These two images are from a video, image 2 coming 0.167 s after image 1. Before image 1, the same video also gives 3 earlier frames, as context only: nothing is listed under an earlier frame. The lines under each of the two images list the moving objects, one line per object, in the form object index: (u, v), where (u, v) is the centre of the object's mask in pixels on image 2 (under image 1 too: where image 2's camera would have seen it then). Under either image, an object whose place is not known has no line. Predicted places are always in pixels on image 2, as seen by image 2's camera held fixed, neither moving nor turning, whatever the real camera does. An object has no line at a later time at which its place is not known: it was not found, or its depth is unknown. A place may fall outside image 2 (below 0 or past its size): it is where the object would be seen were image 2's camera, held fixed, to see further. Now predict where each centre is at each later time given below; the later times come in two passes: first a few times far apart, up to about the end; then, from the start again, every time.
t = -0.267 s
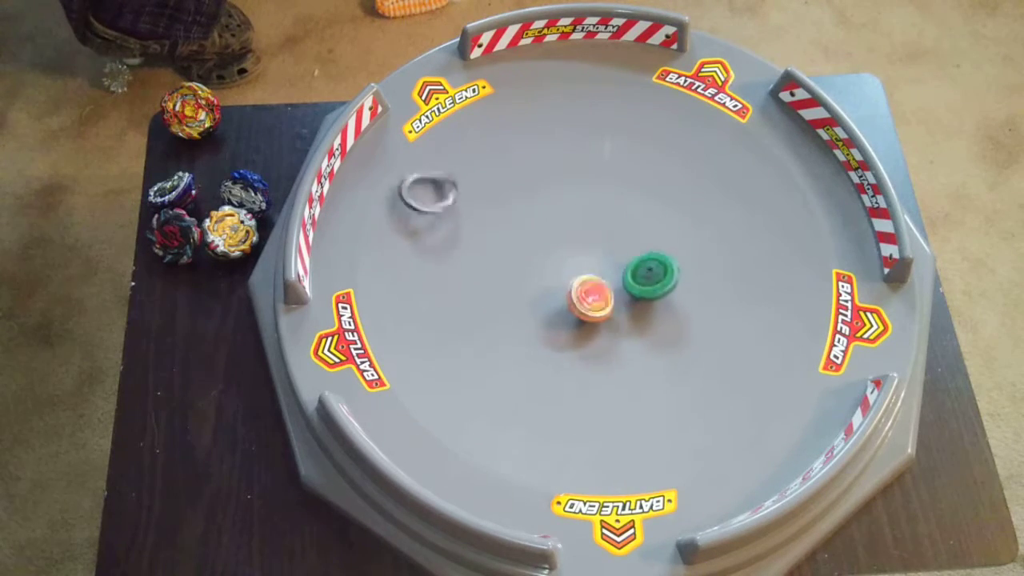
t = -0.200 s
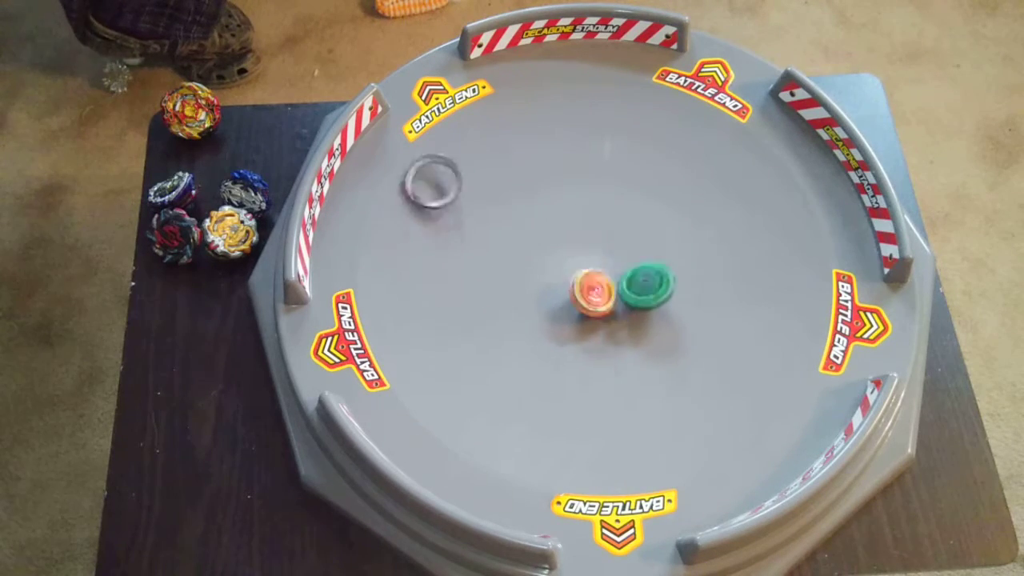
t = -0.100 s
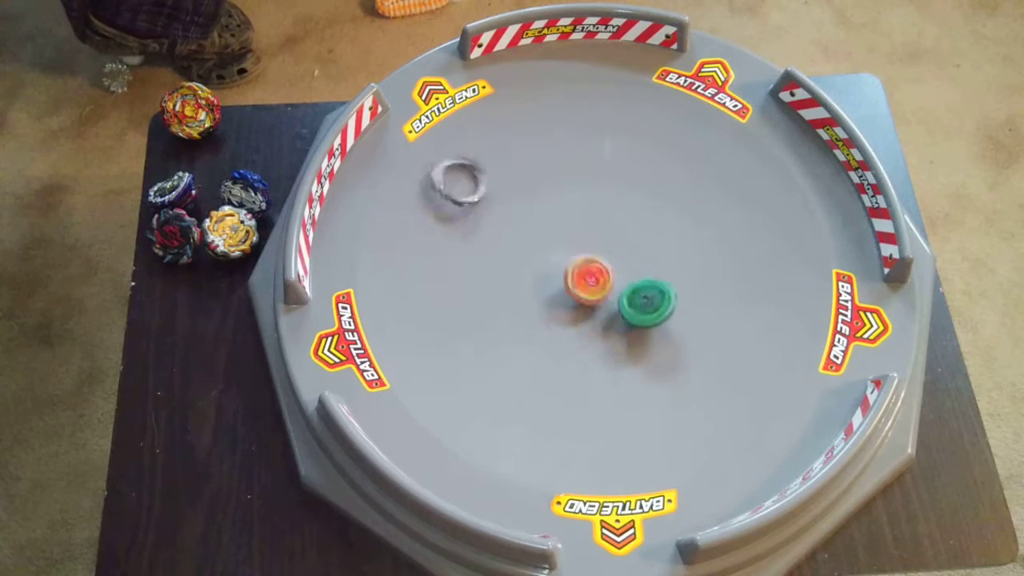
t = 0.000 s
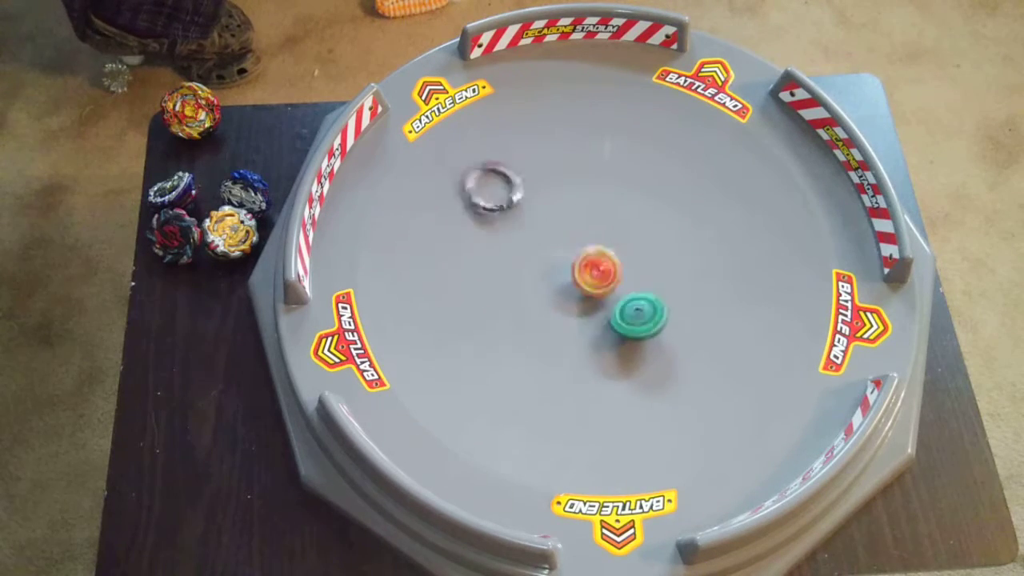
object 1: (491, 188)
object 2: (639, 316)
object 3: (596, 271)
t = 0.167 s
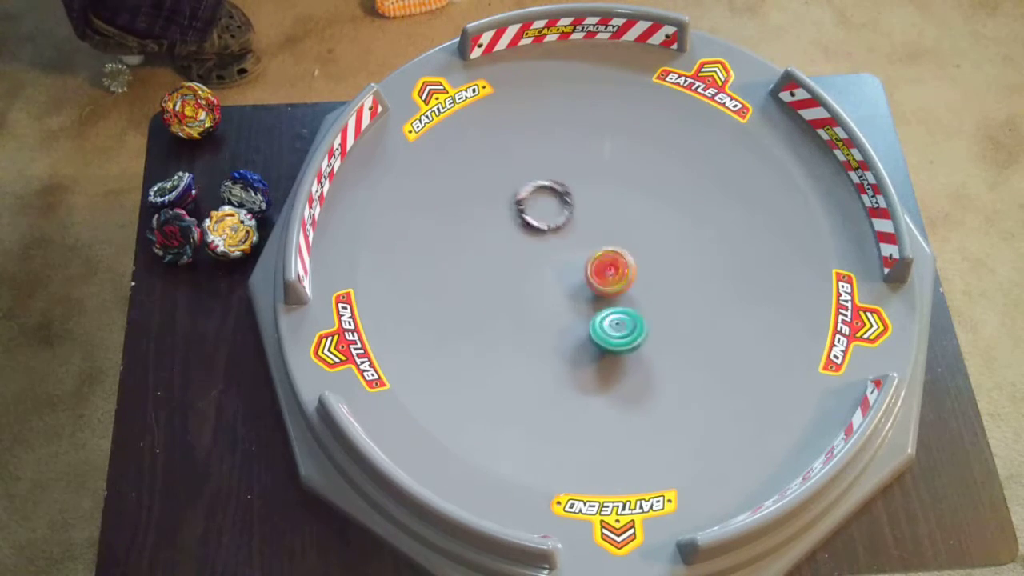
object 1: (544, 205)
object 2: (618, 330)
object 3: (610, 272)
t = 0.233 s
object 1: (557, 211)
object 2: (608, 332)
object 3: (613, 275)
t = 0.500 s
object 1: (563, 219)
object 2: (571, 318)
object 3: (604, 280)
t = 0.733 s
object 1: (563, 219)
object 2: (547, 289)
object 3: (613, 263)
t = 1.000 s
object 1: (563, 202)
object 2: (562, 258)
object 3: (621, 263)
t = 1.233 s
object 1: (558, 193)
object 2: (583, 238)
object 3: (623, 287)
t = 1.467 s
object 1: (563, 206)
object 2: (611, 239)
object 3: (604, 287)
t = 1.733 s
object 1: (564, 206)
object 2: (637, 252)
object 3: (592, 279)
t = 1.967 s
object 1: (564, 206)
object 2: (658, 273)
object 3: (580, 282)
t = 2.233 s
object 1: (564, 206)
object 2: (644, 293)
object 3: (591, 278)
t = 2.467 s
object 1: (564, 206)
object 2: (627, 292)
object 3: (593, 265)
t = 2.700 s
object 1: (564, 206)
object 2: (612, 287)
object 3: (622, 245)
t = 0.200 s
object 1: (551, 208)
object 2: (613, 331)
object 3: (612, 273)
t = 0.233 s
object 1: (557, 211)
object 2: (608, 332)
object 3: (613, 275)
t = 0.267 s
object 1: (560, 214)
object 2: (603, 332)
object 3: (613, 276)
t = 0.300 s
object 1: (562, 216)
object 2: (597, 331)
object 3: (614, 278)
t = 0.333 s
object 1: (562, 218)
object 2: (592, 330)
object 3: (613, 279)
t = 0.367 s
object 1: (562, 218)
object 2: (586, 329)
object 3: (612, 280)
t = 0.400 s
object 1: (563, 219)
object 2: (583, 327)
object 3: (610, 281)
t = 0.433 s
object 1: (563, 219)
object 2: (578, 324)
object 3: (608, 281)
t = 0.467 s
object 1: (563, 219)
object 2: (574, 321)
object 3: (605, 280)
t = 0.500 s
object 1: (563, 219)
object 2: (571, 318)
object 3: (604, 280)
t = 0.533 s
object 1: (563, 219)
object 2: (567, 314)
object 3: (603, 279)
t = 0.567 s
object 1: (563, 219)
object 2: (565, 310)
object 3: (601, 278)
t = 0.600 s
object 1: (563, 219)
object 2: (558, 308)
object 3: (606, 275)
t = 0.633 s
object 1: (563, 219)
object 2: (553, 304)
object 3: (607, 271)
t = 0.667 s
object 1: (563, 219)
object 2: (550, 298)
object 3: (608, 267)
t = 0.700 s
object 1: (563, 219)
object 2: (548, 294)
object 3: (611, 265)
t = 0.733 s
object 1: (563, 219)
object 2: (547, 289)
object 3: (613, 263)
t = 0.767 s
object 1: (563, 219)
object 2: (547, 285)
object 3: (614, 261)
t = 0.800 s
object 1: (563, 219)
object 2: (546, 281)
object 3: (616, 260)
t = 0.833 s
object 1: (563, 219)
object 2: (548, 276)
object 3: (617, 260)
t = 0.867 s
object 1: (563, 219)
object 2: (551, 271)
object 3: (618, 261)
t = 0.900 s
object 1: (563, 218)
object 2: (552, 268)
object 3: (619, 261)
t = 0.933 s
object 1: (566, 203)
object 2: (555, 264)
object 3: (620, 262)
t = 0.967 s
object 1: (565, 203)
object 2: (559, 261)
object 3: (621, 263)
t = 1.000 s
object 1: (563, 202)
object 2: (562, 258)
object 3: (621, 263)
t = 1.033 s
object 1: (563, 203)
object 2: (567, 255)
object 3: (621, 264)
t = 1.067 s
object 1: (564, 203)
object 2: (569, 251)
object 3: (623, 267)
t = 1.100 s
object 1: (558, 203)
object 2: (571, 248)
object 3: (624, 270)
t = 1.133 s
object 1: (557, 202)
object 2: (576, 246)
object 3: (623, 272)
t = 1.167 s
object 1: (558, 200)
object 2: (578, 242)
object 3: (623, 278)
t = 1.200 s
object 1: (557, 195)
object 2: (580, 239)
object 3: (624, 284)
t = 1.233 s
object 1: (558, 193)
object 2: (583, 238)
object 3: (623, 287)
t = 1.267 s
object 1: (558, 191)
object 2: (587, 236)
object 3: (620, 290)
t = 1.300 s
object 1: (558, 191)
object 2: (591, 236)
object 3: (616, 290)
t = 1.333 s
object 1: (558, 191)
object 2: (595, 236)
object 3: (613, 290)
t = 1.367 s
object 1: (561, 190)
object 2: (598, 237)
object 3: (611, 287)
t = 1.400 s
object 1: (563, 205)
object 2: (602, 239)
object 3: (609, 287)
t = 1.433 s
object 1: (563, 206)
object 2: (606, 239)
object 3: (608, 286)
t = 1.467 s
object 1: (563, 206)
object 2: (611, 239)
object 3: (604, 287)
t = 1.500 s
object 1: (564, 206)
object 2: (616, 239)
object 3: (599, 287)
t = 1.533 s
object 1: (564, 206)
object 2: (620, 241)
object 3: (596, 286)
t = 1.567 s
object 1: (564, 206)
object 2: (622, 242)
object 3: (595, 284)
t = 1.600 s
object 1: (564, 206)
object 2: (625, 243)
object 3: (594, 281)
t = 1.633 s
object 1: (563, 206)
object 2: (629, 244)
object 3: (594, 282)
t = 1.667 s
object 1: (564, 206)
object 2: (633, 247)
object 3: (593, 281)
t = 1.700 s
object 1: (564, 206)
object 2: (635, 250)
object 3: (592, 280)
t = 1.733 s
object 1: (564, 206)
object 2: (637, 252)
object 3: (592, 279)
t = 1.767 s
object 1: (563, 206)
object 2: (638, 255)
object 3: (592, 279)
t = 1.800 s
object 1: (564, 206)
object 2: (642, 258)
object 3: (589, 280)
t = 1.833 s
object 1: (564, 206)
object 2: (648, 261)
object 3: (583, 282)
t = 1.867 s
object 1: (564, 206)
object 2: (653, 264)
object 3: (578, 283)
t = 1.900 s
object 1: (564, 206)
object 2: (656, 267)
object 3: (577, 282)
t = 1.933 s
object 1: (564, 206)
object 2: (658, 270)
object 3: (578, 282)
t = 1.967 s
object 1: (564, 206)
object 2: (658, 273)
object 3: (580, 282)
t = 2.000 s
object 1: (564, 206)
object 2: (659, 277)
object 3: (581, 282)
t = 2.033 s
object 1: (564, 206)
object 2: (657, 280)
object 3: (584, 284)
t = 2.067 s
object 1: (564, 206)
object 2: (656, 283)
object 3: (585, 284)
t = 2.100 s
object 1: (564, 206)
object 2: (654, 285)
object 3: (587, 284)
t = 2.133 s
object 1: (564, 206)
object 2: (651, 288)
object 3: (589, 283)
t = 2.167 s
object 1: (564, 206)
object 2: (648, 289)
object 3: (589, 283)
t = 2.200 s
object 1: (564, 206)
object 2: (644, 291)
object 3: (591, 281)
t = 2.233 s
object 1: (564, 206)
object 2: (644, 293)
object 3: (591, 278)
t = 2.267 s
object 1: (564, 206)
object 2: (643, 295)
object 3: (591, 275)
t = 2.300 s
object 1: (564, 206)
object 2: (639, 296)
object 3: (591, 272)
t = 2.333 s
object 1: (564, 206)
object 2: (637, 296)
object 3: (592, 271)
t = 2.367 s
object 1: (564, 206)
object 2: (635, 295)
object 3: (593, 269)
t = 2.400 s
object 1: (564, 206)
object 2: (632, 295)
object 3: (593, 268)
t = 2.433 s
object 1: (564, 206)
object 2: (629, 294)
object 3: (593, 266)
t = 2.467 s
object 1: (564, 206)
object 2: (627, 292)
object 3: (593, 265)
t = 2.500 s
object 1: (564, 206)
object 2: (625, 290)
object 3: (594, 261)
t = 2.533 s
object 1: (564, 206)
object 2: (622, 290)
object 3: (597, 258)
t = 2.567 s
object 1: (564, 206)
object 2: (619, 290)
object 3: (601, 254)
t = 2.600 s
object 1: (564, 206)
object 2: (617, 289)
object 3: (605, 251)
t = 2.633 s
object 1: (564, 206)
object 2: (615, 288)
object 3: (612, 248)
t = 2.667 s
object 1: (564, 206)
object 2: (614, 288)
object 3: (617, 247)
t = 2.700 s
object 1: (564, 206)
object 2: (612, 287)
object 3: (622, 245)
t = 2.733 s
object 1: (564, 206)
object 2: (611, 286)
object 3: (626, 245)
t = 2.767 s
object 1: (564, 206)
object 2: (610, 286)
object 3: (629, 243)
